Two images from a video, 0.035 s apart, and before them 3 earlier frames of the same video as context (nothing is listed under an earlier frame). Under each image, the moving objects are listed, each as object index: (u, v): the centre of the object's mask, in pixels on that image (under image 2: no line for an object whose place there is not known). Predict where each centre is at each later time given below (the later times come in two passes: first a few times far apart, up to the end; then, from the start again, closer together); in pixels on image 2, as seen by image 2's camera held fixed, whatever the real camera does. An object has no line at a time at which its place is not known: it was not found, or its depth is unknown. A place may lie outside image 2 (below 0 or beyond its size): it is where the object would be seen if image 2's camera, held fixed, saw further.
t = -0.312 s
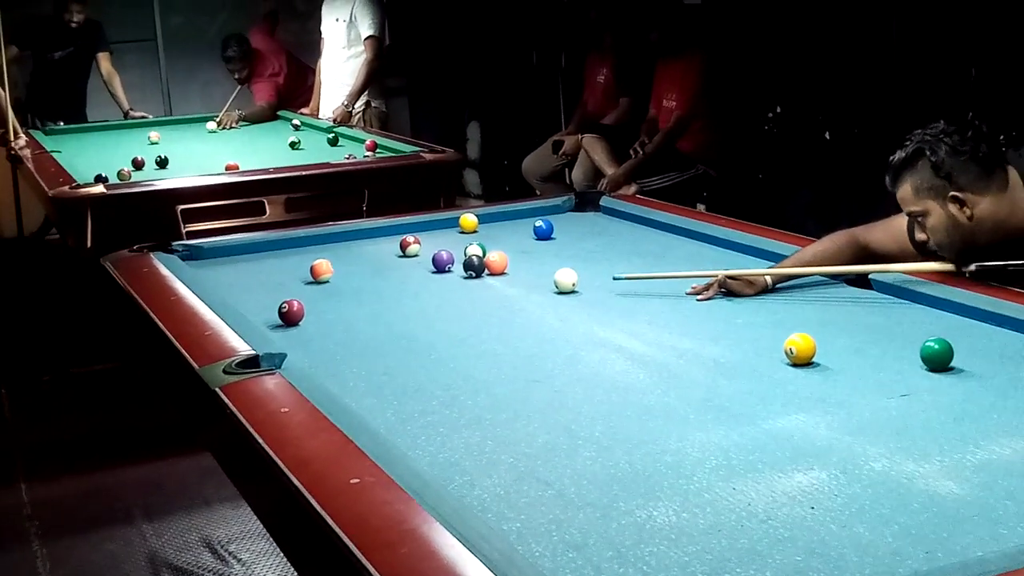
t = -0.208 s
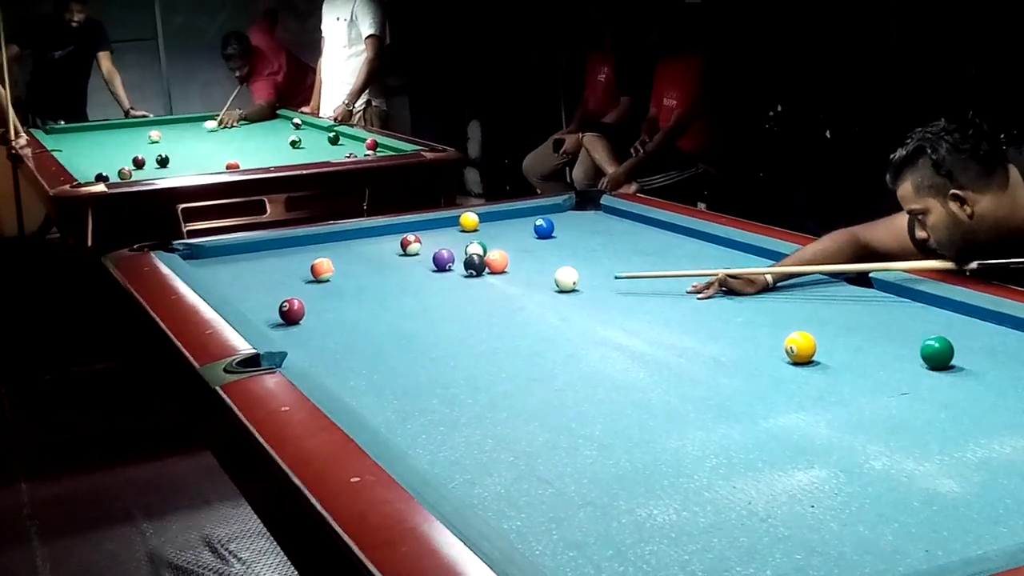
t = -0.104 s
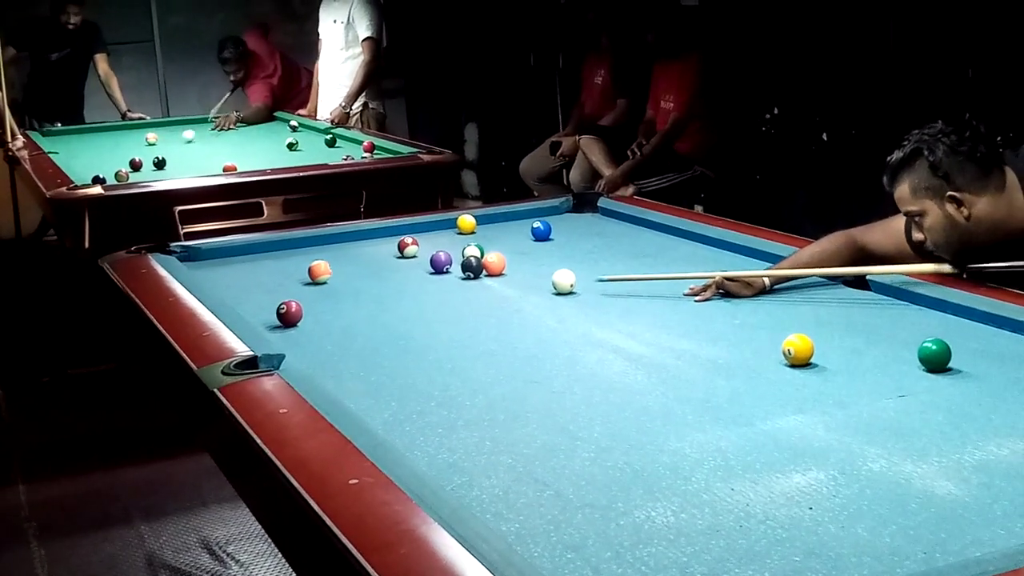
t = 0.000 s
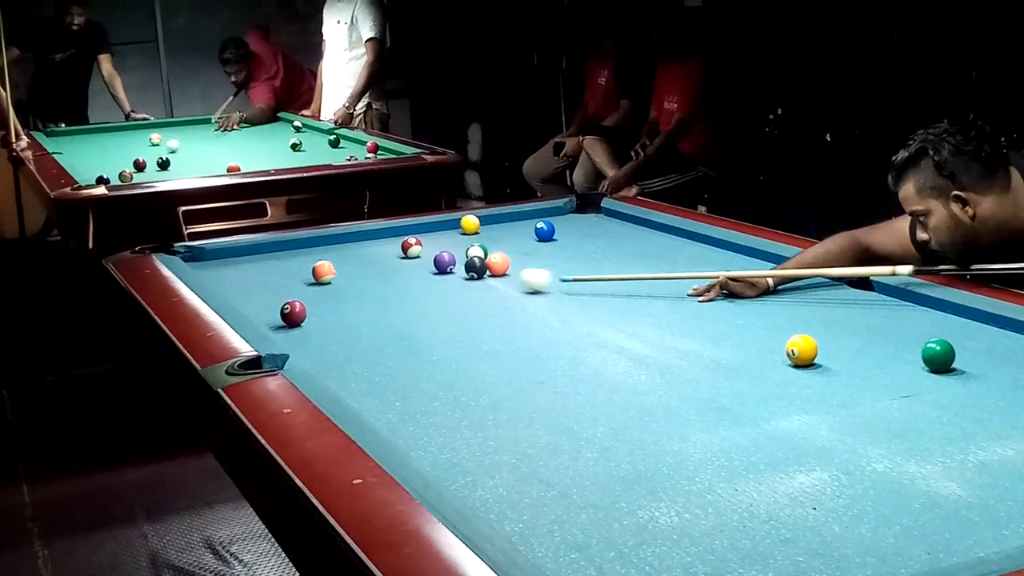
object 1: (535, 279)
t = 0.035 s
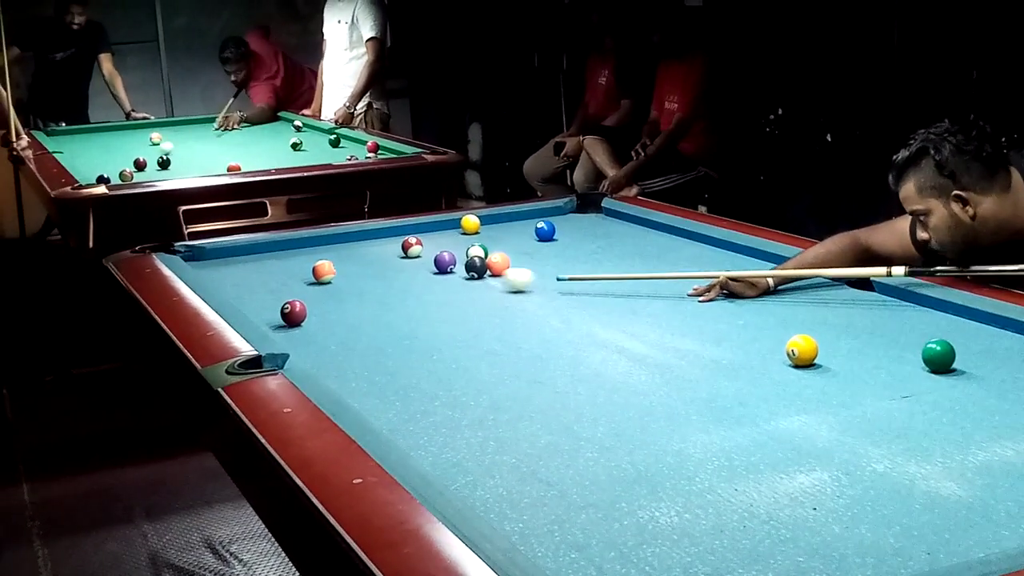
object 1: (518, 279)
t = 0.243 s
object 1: (419, 277)
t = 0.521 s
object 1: (322, 276)
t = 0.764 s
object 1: (284, 282)
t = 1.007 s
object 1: (247, 286)
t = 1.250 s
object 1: (235, 287)
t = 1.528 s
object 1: (257, 285)
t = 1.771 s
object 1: (278, 282)
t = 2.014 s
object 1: (293, 280)
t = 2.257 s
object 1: (306, 279)
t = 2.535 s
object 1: (319, 277)
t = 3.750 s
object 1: (333, 273)
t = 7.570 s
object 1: (334, 273)
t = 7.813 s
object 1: (337, 273)
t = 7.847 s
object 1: (337, 273)
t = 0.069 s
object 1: (501, 279)
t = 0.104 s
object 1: (484, 279)
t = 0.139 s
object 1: (468, 278)
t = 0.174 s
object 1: (453, 277)
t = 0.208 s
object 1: (435, 277)
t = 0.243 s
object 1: (419, 277)
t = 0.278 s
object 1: (404, 276)
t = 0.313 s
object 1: (389, 275)
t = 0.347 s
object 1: (375, 274)
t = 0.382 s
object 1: (345, 274)
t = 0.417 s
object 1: (338, 274)
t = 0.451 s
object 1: (334, 275)
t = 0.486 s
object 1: (328, 276)
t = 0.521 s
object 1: (322, 276)
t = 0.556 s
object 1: (317, 277)
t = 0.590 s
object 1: (311, 278)
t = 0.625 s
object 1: (306, 279)
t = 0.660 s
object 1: (301, 280)
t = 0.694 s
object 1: (294, 281)
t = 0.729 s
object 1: (289, 281)
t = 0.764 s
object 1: (284, 282)
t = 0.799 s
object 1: (278, 282)
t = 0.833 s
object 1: (273, 283)
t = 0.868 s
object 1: (268, 284)
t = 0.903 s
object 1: (262, 284)
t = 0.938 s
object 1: (257, 285)
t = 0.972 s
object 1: (252, 285)
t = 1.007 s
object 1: (247, 286)
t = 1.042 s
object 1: (242, 287)
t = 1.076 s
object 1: (236, 288)
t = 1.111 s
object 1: (232, 287)
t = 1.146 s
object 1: (228, 287)
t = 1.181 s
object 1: (229, 287)
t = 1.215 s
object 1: (232, 287)
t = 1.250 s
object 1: (235, 287)
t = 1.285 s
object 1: (237, 287)
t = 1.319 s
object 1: (240, 287)
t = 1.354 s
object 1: (243, 286)
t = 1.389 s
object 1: (246, 286)
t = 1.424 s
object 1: (249, 286)
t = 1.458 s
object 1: (252, 285)
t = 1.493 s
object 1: (255, 285)
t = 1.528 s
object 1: (257, 285)
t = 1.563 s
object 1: (260, 284)
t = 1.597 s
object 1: (263, 284)
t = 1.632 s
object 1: (265, 283)
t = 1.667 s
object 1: (268, 283)
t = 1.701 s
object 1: (271, 283)
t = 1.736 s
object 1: (275, 282)
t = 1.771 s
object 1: (278, 282)
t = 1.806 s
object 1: (280, 282)
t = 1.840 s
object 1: (282, 281)
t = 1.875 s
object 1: (285, 281)
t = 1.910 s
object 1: (287, 281)
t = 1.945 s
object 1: (289, 281)
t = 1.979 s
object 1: (291, 281)
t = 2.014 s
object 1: (293, 280)
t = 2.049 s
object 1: (295, 280)
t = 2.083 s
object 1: (297, 280)
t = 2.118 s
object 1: (299, 280)
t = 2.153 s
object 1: (301, 280)
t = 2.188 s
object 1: (303, 279)
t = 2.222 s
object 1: (305, 279)
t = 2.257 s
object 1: (306, 279)
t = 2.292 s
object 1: (308, 279)
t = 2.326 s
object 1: (310, 279)
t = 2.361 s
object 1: (311, 278)
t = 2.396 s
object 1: (313, 278)
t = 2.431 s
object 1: (314, 278)
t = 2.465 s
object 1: (316, 278)
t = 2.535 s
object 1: (319, 277)
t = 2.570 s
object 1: (320, 277)
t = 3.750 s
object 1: (333, 273)
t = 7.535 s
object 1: (334, 274)
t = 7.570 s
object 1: (334, 273)
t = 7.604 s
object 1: (334, 274)
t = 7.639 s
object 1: (334, 273)
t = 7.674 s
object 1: (336, 273)
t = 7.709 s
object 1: (336, 273)
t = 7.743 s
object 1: (336, 273)
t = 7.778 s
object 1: (336, 273)
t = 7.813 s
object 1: (337, 273)
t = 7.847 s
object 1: (337, 273)
